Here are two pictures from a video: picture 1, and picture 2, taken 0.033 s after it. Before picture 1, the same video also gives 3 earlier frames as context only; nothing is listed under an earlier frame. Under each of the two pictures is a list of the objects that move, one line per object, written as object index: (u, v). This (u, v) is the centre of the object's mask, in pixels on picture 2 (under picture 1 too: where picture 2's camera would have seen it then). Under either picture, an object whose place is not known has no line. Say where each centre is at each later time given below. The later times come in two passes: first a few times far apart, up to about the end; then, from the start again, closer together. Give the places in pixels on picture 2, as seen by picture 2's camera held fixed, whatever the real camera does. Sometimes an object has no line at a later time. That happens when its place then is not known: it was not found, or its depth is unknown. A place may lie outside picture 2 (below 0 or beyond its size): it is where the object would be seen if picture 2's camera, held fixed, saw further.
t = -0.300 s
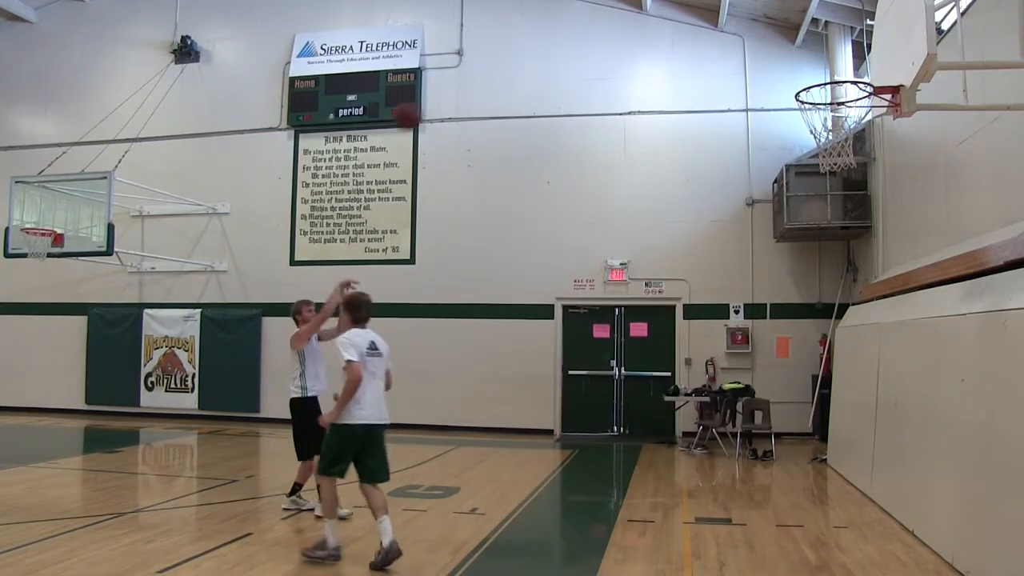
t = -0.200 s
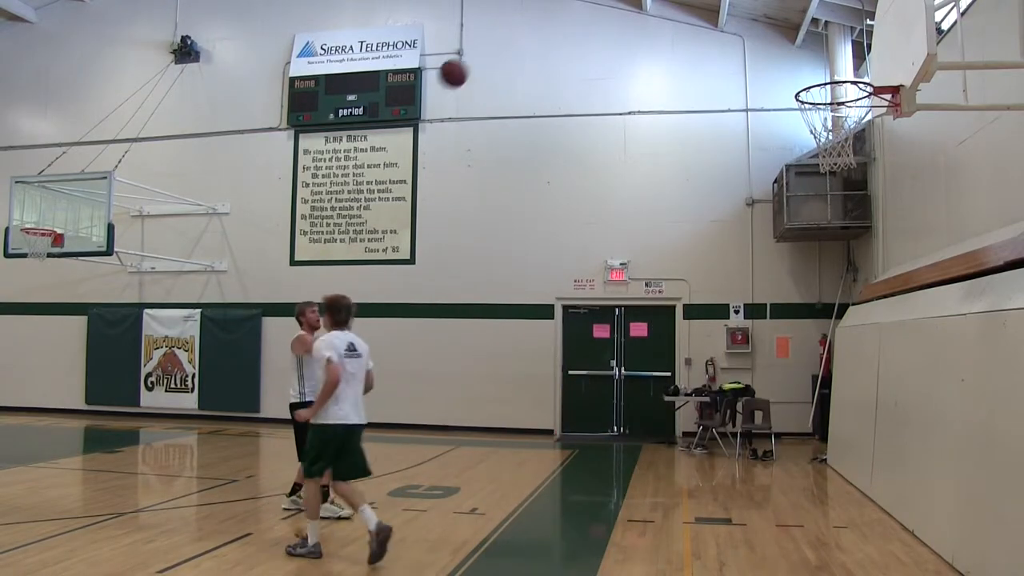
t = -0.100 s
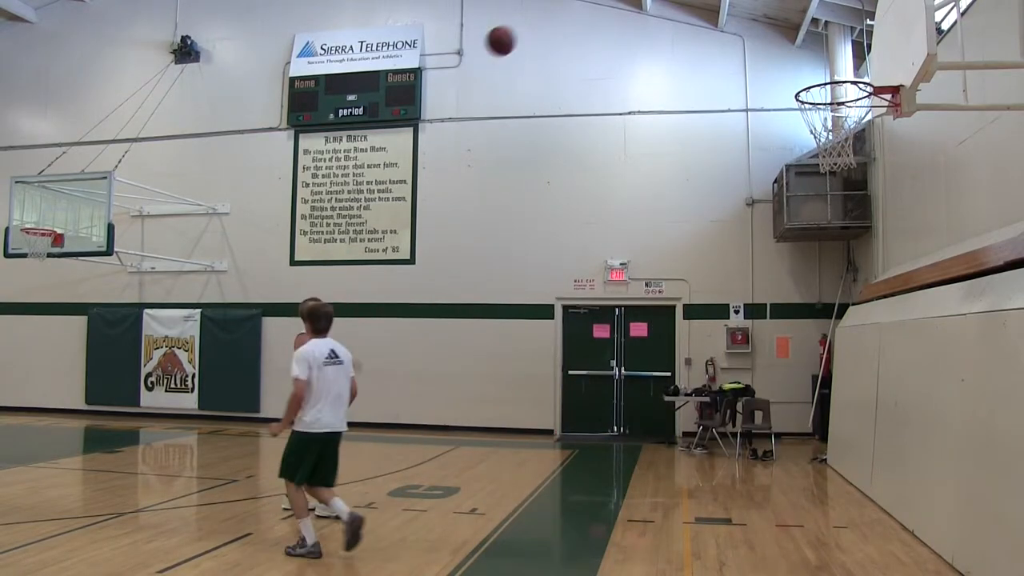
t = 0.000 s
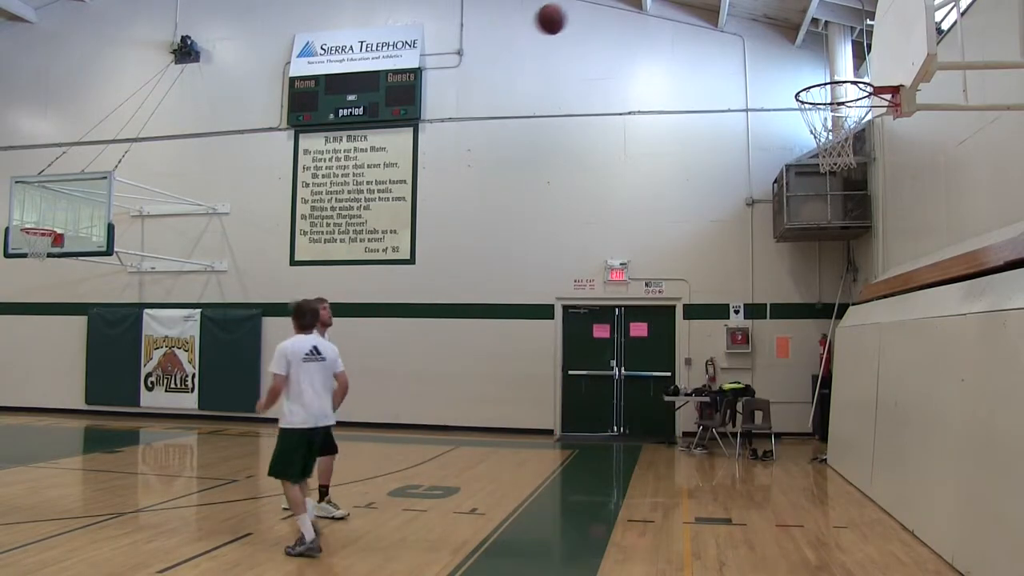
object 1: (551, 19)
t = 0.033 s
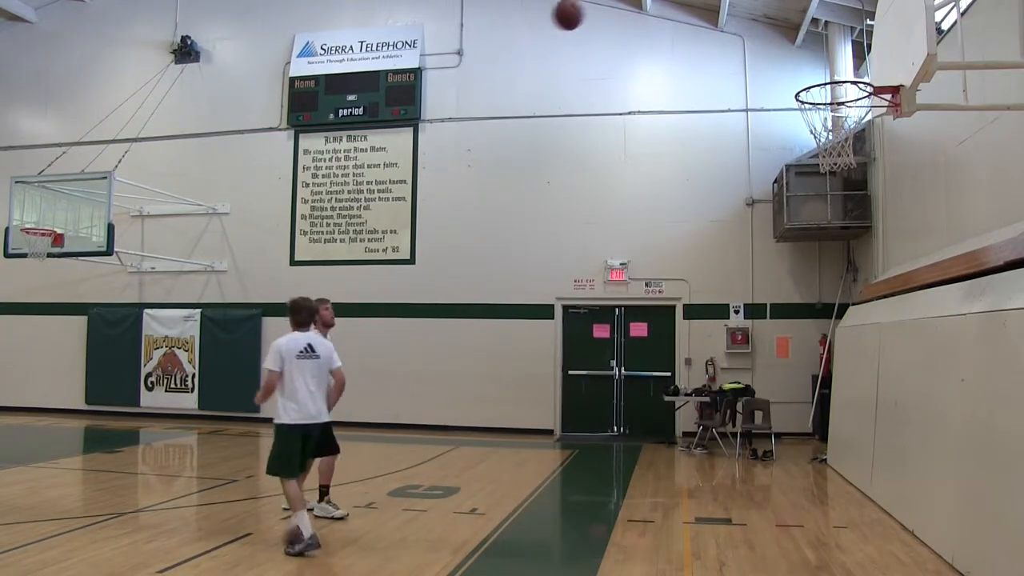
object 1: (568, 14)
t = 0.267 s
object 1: (700, 22)
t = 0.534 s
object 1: (873, 124)
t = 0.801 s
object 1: (876, 177)
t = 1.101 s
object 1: (881, 391)
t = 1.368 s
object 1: (861, 519)
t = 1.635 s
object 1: (794, 356)
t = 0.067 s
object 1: (586, 12)
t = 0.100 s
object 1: (604, 11)
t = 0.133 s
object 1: (622, 11)
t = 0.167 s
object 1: (641, 11)
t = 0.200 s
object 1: (660, 13)
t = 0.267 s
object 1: (700, 22)
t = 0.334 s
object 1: (743, 37)
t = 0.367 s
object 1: (765, 49)
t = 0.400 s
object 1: (787, 61)
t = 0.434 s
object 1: (811, 75)
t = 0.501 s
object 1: (859, 113)
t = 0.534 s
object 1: (873, 124)
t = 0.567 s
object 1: (875, 125)
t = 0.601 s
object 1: (875, 127)
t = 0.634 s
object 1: (875, 131)
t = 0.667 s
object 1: (875, 136)
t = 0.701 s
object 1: (875, 144)
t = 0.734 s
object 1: (876, 153)
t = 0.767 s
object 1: (876, 164)
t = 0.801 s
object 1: (876, 177)
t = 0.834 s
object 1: (877, 192)
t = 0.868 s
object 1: (877, 209)
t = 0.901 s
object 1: (877, 228)
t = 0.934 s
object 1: (878, 250)
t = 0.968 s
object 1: (878, 274)
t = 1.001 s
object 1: (879, 300)
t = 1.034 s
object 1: (880, 328)
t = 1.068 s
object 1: (881, 358)
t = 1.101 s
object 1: (881, 391)
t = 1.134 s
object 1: (882, 428)
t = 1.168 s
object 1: (883, 465)
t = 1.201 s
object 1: (884, 504)
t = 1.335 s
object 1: (870, 548)
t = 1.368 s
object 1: (861, 519)
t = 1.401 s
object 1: (854, 492)
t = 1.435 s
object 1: (845, 467)
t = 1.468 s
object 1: (837, 443)
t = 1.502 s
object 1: (828, 422)
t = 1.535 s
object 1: (819, 403)
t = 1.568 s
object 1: (811, 386)
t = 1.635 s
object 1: (794, 356)
